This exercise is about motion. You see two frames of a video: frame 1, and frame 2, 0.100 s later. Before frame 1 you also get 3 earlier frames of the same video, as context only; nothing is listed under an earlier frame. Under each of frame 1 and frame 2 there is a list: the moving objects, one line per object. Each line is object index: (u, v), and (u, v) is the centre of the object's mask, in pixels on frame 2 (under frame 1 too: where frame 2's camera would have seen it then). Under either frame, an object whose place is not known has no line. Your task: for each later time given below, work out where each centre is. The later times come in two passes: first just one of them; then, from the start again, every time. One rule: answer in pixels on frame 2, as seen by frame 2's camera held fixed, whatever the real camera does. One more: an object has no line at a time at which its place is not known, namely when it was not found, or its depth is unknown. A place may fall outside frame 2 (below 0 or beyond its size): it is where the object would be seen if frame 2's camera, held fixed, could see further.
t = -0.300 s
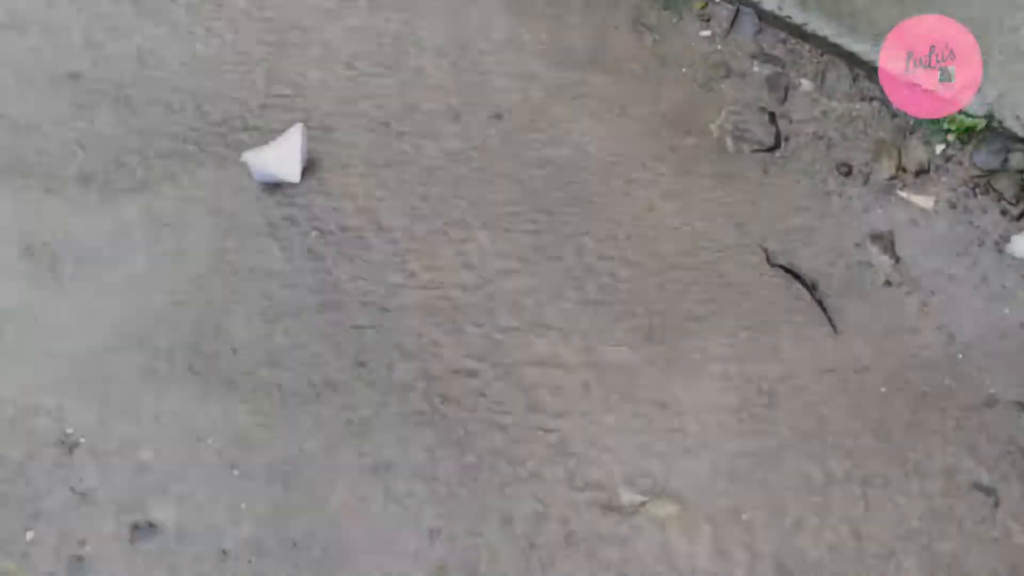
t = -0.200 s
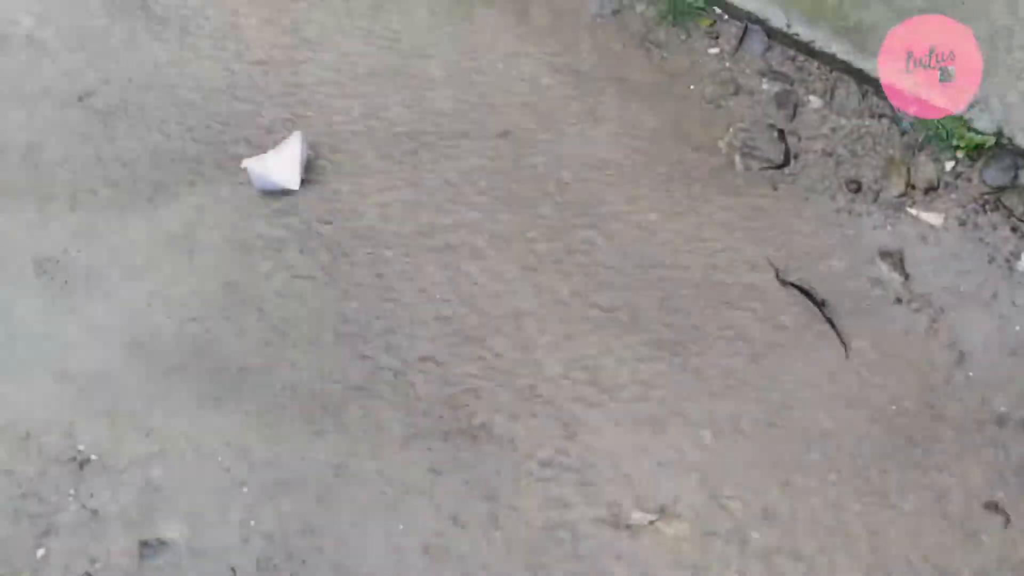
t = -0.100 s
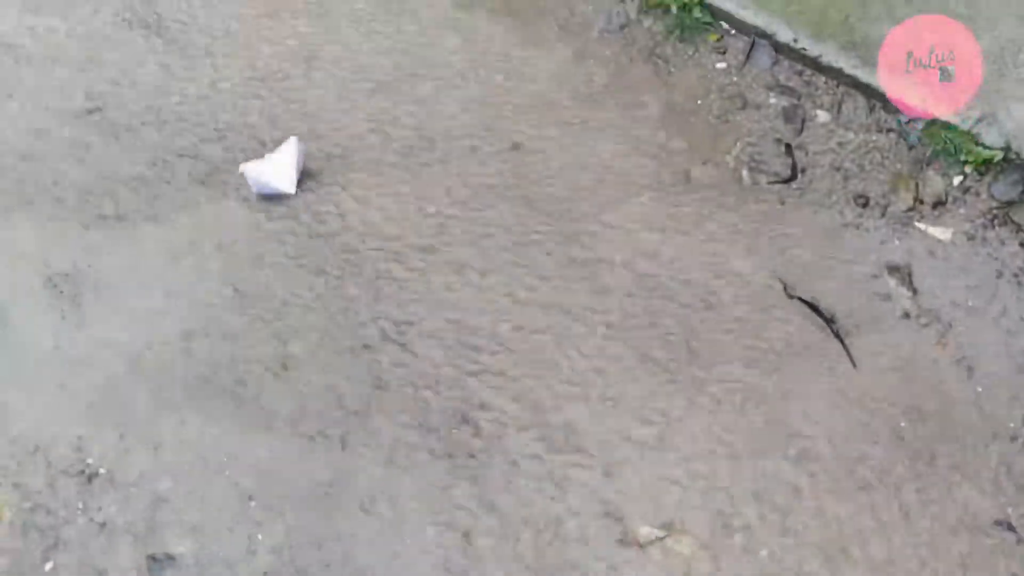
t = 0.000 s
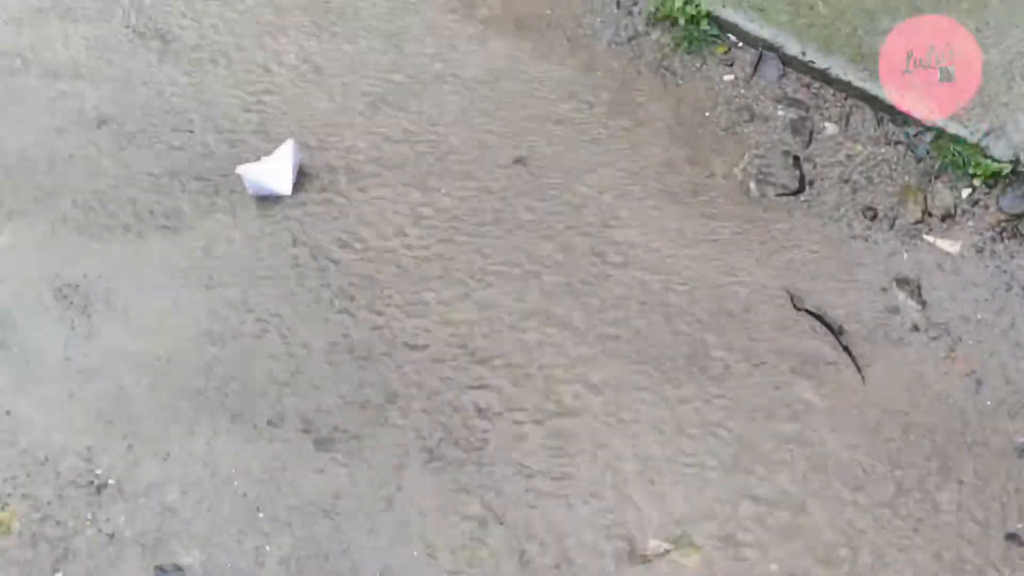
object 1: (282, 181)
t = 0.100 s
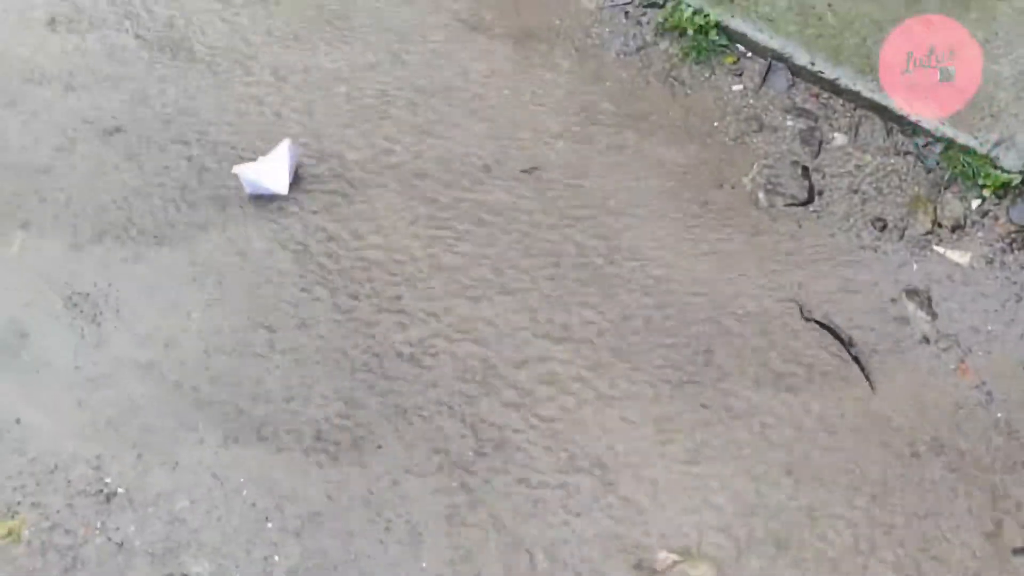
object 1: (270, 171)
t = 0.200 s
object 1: (257, 162)
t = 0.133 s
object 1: (266, 168)
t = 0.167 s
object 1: (261, 165)
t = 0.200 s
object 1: (257, 162)
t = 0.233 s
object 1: (254, 159)
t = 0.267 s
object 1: (250, 156)
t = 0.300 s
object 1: (246, 154)
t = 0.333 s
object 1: (242, 151)
